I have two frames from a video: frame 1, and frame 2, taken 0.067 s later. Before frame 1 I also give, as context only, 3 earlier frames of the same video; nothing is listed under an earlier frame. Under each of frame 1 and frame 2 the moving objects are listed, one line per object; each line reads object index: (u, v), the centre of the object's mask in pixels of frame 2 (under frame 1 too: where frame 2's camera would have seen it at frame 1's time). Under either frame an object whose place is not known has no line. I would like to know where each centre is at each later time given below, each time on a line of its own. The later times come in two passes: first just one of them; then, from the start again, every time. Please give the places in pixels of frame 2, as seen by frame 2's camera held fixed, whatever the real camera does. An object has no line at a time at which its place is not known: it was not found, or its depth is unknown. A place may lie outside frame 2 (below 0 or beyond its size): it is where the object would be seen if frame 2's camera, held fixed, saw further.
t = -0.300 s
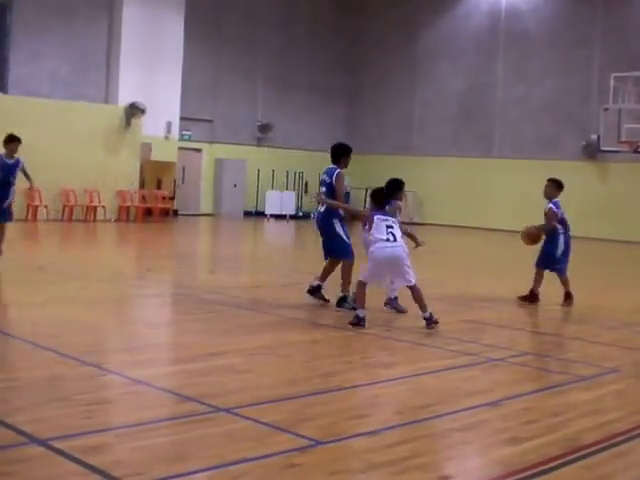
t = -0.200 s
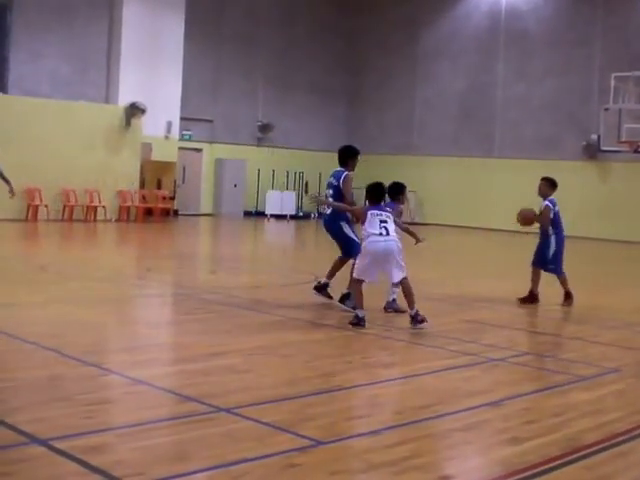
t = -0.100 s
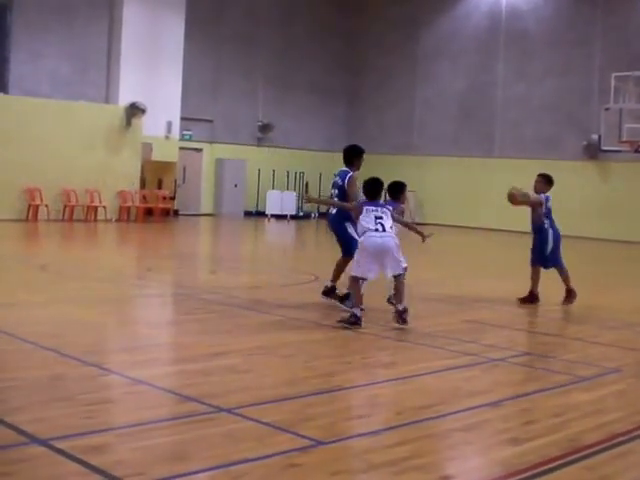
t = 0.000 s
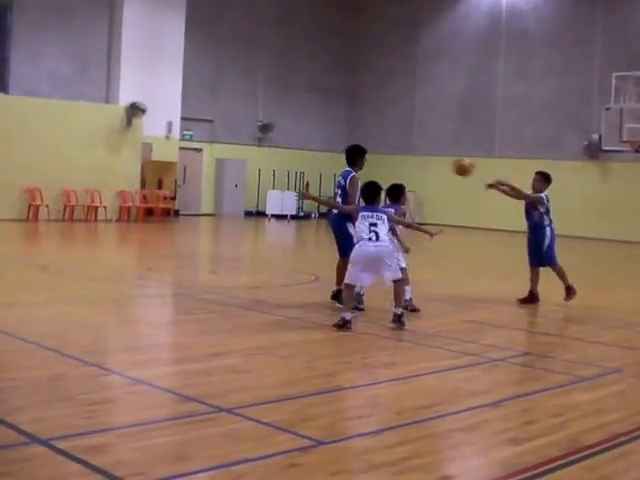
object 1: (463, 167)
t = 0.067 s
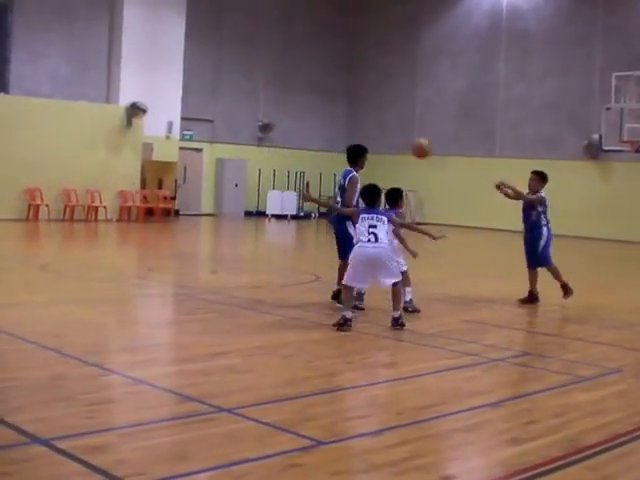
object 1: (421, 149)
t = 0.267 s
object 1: (293, 120)
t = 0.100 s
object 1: (400, 140)
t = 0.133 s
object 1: (377, 135)
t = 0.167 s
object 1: (358, 129)
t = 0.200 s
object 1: (337, 125)
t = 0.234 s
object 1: (313, 122)
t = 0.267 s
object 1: (293, 120)
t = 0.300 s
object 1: (271, 120)
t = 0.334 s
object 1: (249, 119)
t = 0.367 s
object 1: (230, 119)
